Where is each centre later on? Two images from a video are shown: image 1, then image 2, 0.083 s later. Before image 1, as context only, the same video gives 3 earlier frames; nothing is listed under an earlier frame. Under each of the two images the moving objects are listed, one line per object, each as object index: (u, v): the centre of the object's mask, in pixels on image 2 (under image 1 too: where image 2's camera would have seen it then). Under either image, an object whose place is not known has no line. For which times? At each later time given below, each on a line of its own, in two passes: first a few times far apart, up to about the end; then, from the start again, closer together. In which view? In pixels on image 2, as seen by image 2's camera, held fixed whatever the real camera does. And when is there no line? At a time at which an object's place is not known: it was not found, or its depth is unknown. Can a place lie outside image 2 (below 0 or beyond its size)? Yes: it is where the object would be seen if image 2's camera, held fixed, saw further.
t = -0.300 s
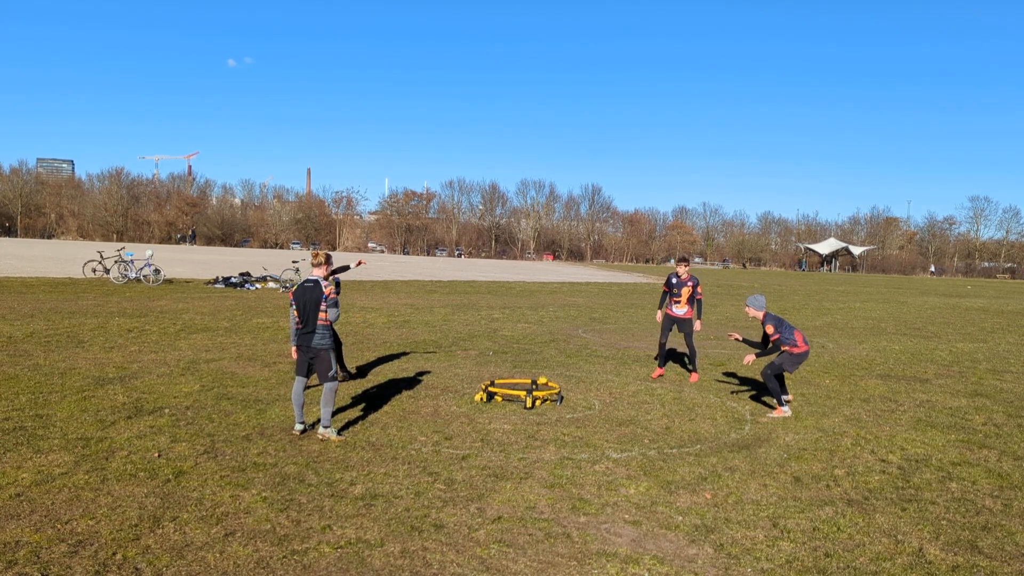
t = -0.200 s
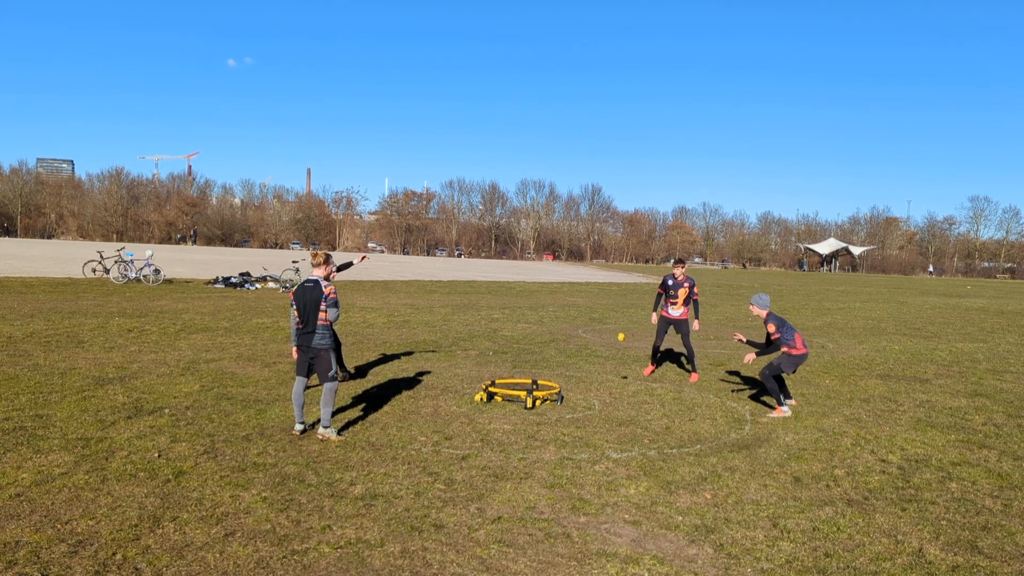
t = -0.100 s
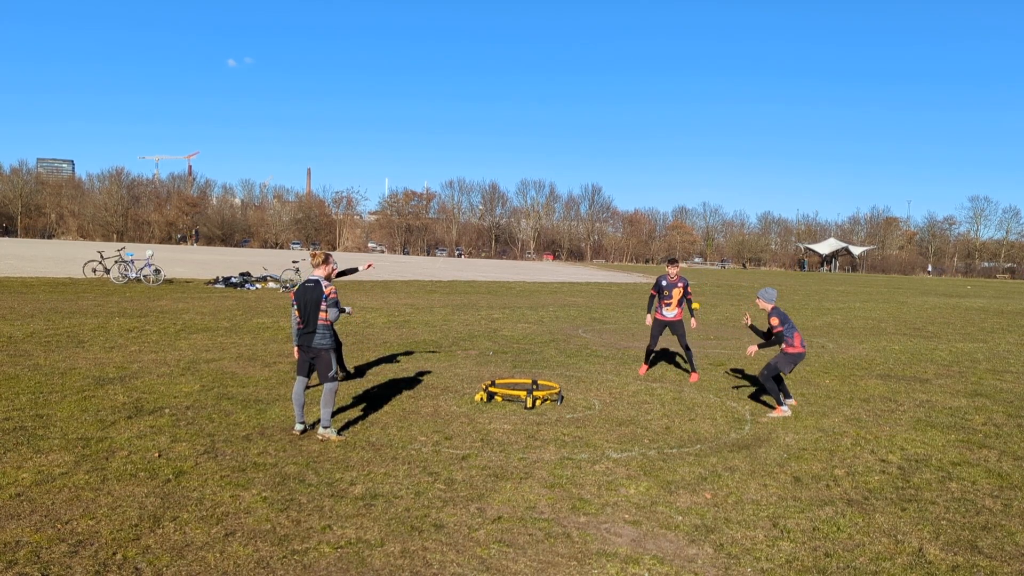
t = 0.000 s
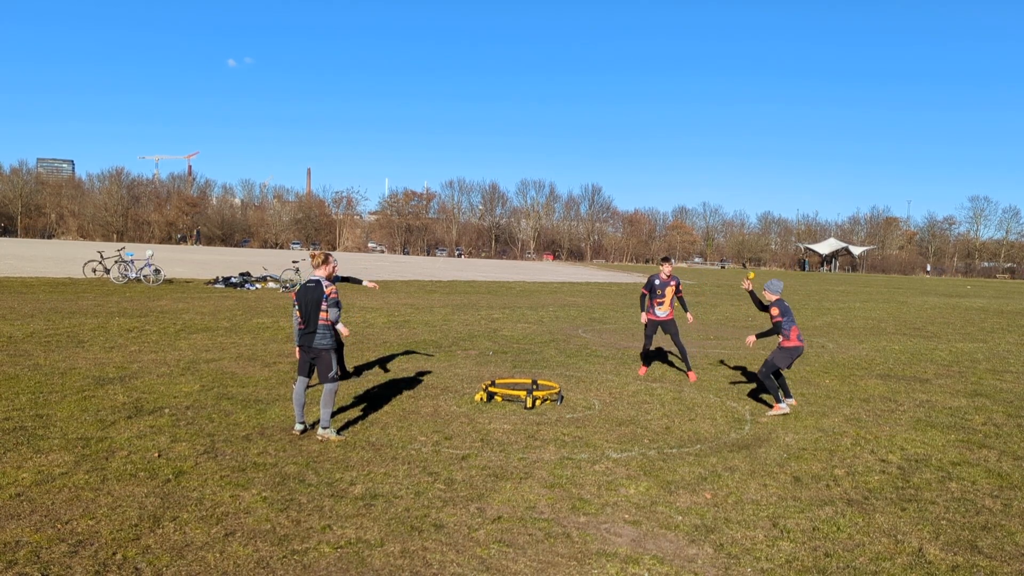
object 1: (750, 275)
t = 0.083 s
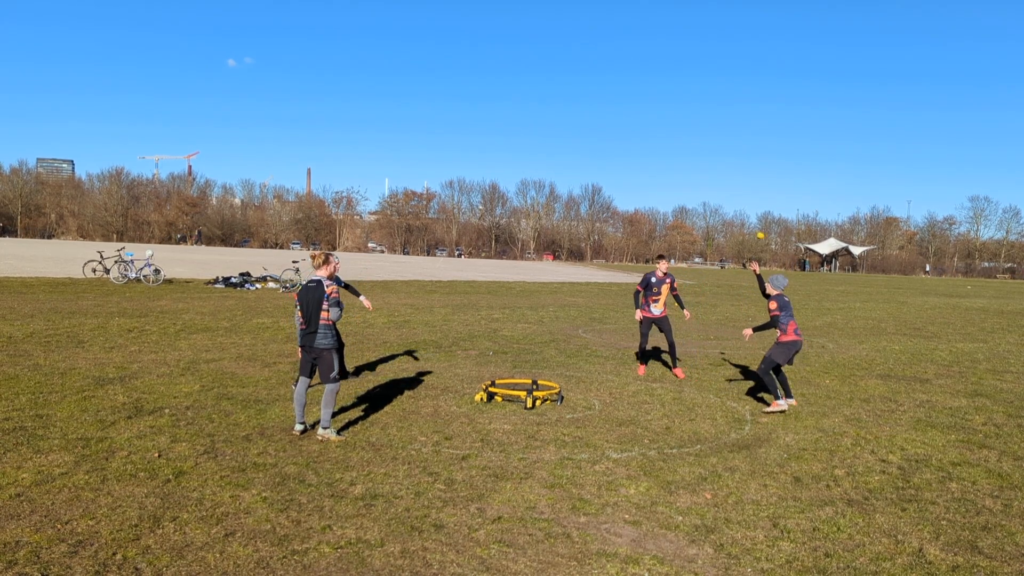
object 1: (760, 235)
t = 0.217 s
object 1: (776, 183)
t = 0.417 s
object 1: (800, 130)
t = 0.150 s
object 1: (768, 208)
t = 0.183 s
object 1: (772, 195)
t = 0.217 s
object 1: (776, 183)
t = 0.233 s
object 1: (779, 177)
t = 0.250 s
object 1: (780, 172)
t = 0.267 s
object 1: (782, 167)
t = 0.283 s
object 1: (784, 162)
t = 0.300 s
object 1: (786, 157)
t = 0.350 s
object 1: (792, 144)
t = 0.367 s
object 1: (795, 141)
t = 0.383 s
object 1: (796, 137)
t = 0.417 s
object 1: (800, 130)
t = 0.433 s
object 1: (802, 127)
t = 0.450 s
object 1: (804, 125)
